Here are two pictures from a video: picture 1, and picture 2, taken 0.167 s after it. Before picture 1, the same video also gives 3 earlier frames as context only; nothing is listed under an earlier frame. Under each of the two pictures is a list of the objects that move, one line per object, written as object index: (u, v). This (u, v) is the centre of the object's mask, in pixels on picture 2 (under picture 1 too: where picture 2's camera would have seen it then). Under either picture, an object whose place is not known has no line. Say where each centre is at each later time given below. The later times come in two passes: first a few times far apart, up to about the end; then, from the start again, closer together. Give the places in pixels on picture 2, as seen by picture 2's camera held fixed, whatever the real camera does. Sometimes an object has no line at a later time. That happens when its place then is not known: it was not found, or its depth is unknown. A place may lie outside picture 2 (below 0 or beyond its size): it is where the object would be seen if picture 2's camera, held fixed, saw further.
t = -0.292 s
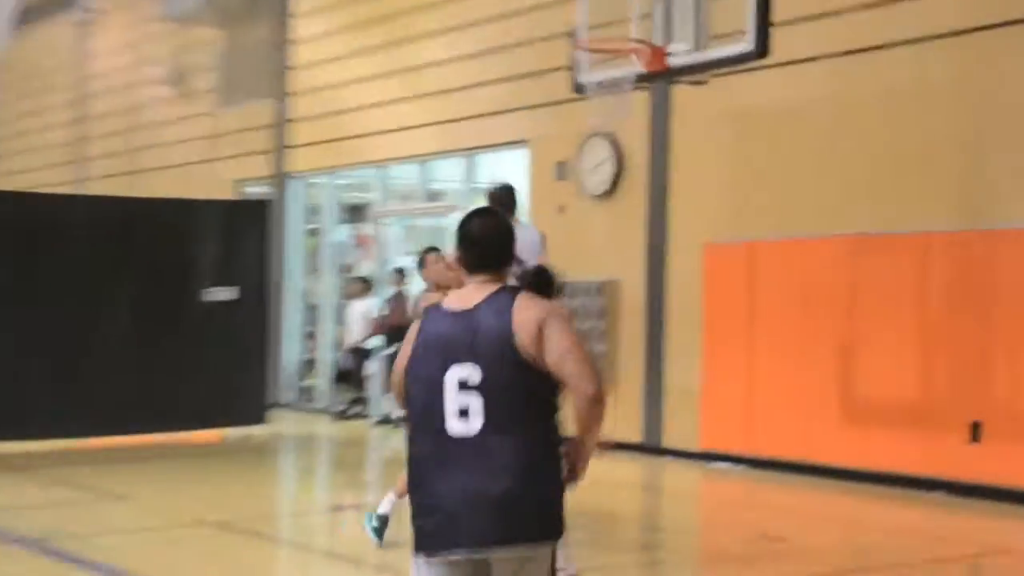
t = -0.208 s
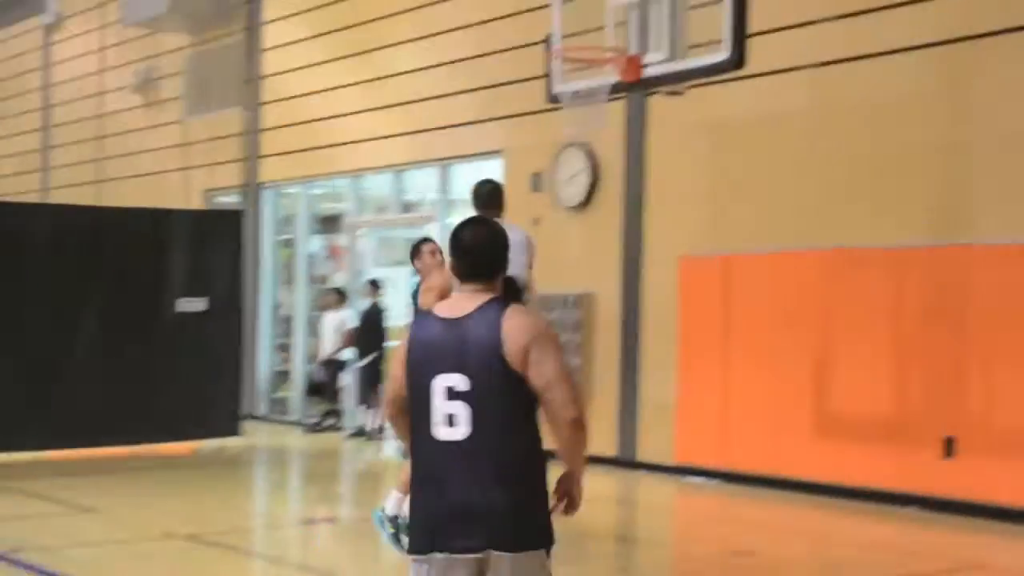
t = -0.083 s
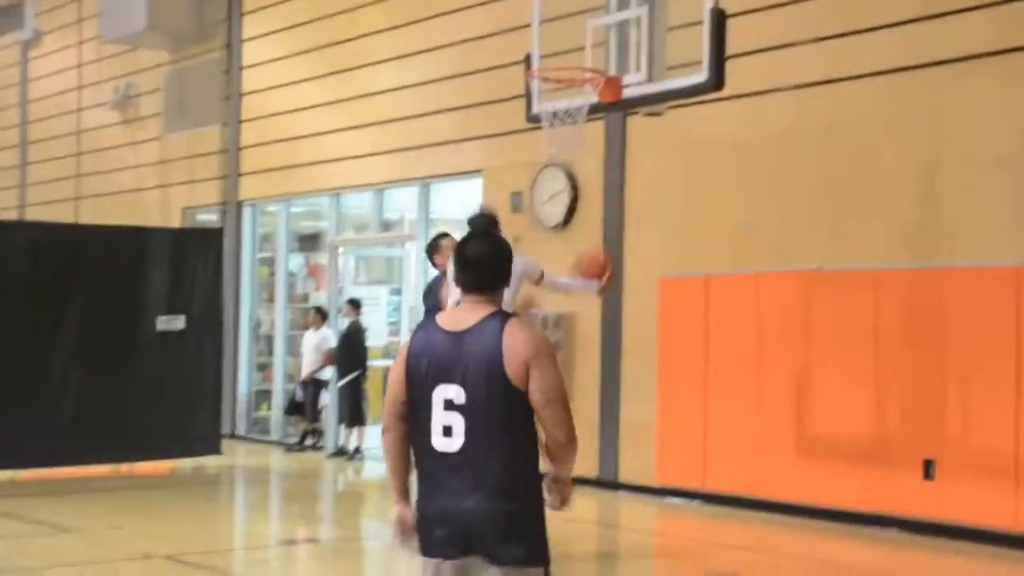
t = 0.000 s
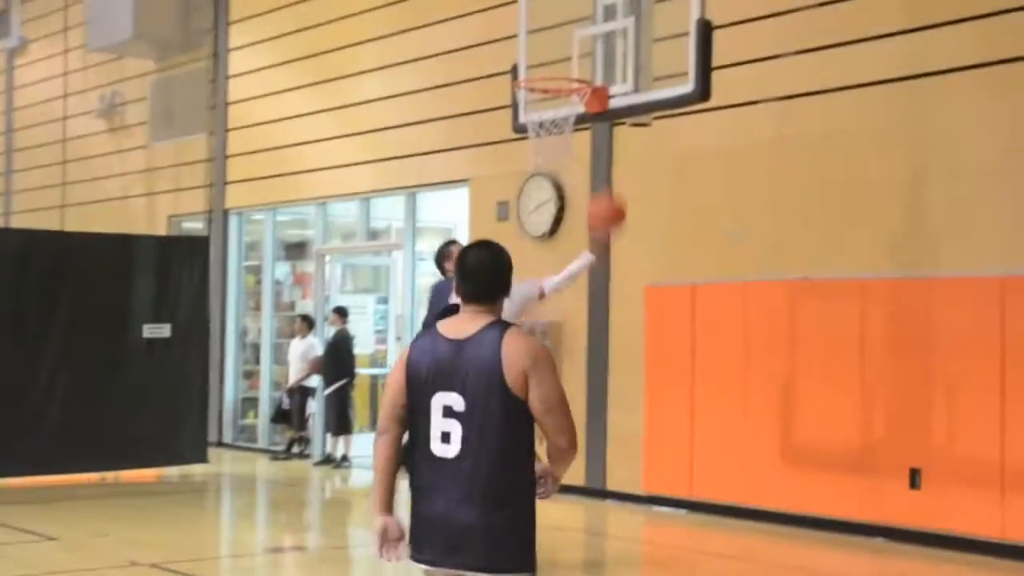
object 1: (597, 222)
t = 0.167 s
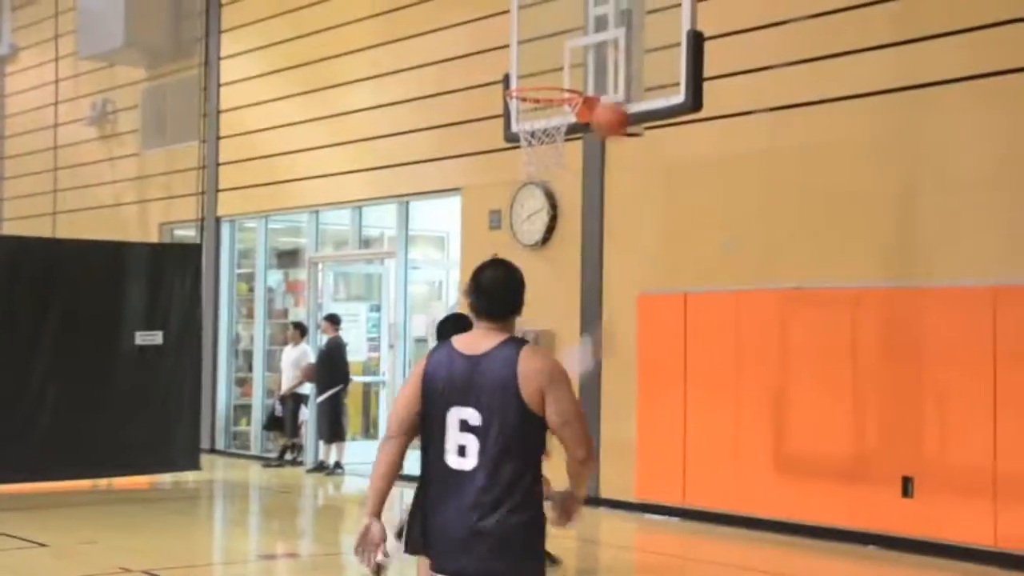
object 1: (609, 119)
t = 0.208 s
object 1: (613, 98)
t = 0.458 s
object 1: (623, 46)
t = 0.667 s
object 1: (561, 70)
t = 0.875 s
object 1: (511, 146)
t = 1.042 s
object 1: (493, 212)
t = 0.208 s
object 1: (613, 98)
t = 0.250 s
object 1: (617, 83)
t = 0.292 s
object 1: (621, 71)
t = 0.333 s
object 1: (623, 60)
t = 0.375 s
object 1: (626, 53)
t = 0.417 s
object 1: (629, 49)
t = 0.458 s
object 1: (623, 46)
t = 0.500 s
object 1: (610, 46)
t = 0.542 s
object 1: (598, 48)
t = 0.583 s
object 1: (586, 52)
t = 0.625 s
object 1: (573, 60)
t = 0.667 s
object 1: (561, 70)
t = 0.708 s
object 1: (549, 83)
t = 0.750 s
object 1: (541, 99)
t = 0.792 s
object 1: (525, 117)
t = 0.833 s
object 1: (515, 134)
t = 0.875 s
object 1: (511, 146)
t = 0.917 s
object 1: (506, 156)
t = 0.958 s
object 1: (502, 173)
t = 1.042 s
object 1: (493, 212)
